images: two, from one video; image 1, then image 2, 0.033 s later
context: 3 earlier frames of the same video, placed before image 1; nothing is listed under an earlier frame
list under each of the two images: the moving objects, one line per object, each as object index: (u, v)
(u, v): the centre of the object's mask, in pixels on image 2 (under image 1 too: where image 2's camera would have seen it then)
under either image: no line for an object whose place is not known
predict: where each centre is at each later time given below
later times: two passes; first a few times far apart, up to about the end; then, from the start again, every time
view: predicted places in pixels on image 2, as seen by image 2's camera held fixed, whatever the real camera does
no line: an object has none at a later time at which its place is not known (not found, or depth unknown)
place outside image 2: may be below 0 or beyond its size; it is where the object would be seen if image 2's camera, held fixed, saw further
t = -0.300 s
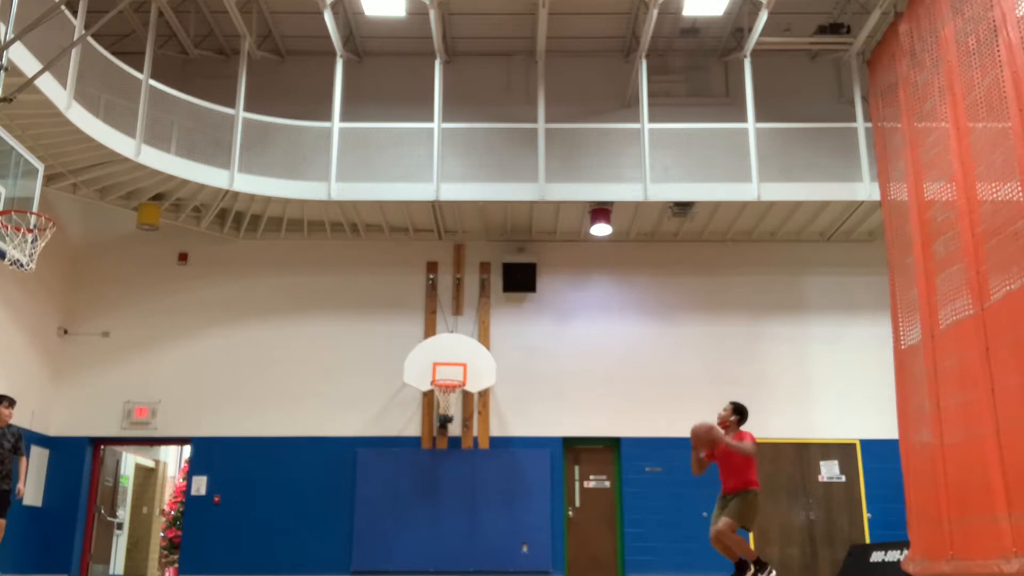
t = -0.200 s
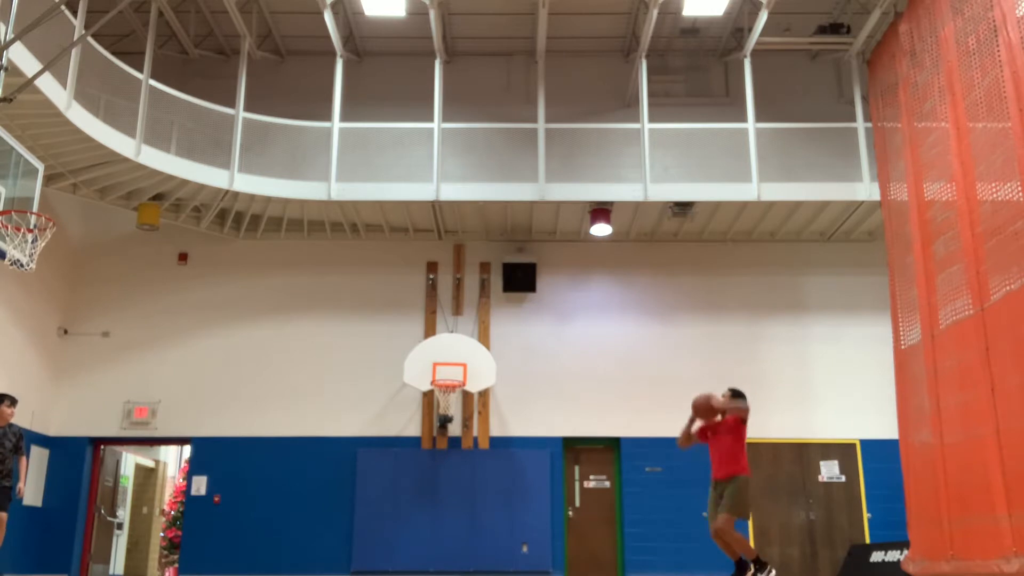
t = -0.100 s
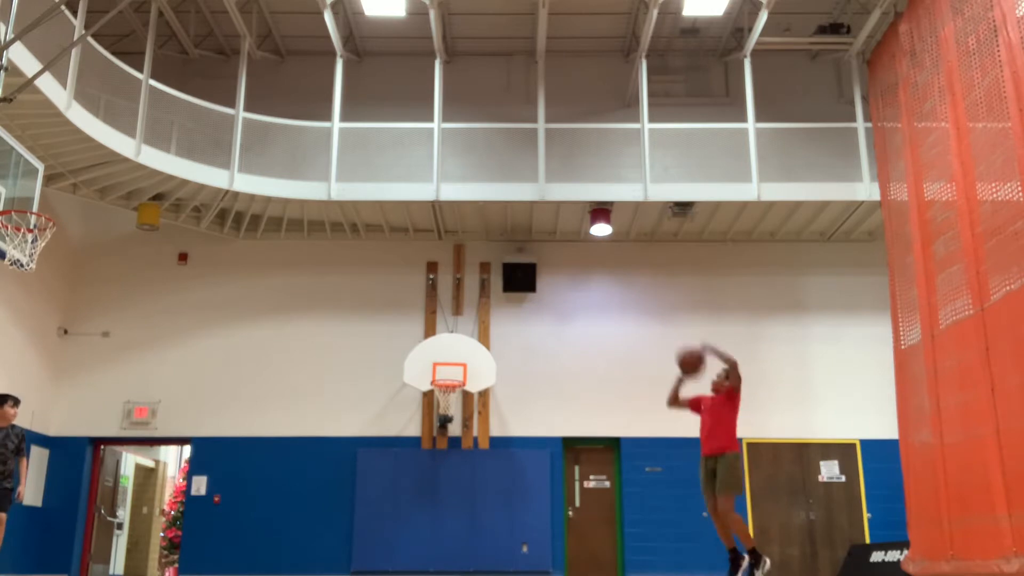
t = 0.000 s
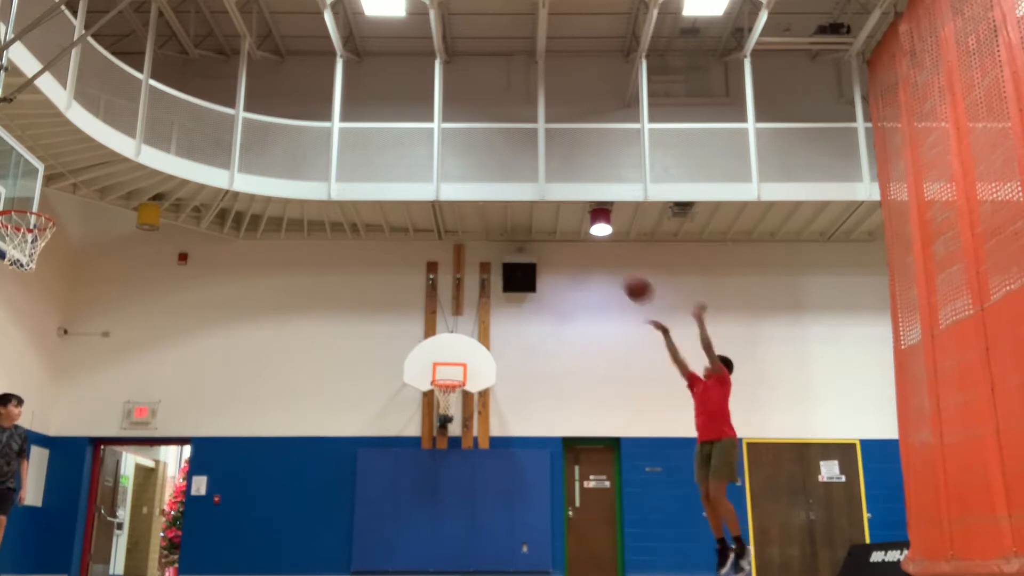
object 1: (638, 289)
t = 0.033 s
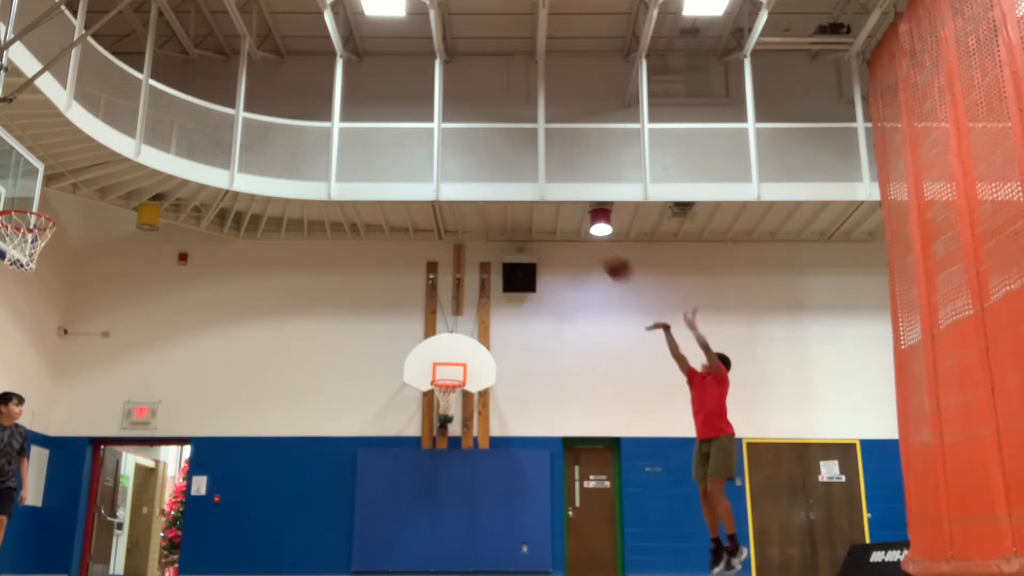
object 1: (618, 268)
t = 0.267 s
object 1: (483, 152)
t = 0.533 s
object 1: (341, 96)
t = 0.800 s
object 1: (200, 108)
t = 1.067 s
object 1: (53, 192)
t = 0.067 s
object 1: (598, 248)
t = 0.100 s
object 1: (577, 228)
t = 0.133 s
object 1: (558, 210)
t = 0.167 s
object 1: (539, 193)
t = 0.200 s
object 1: (520, 177)
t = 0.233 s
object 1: (501, 164)
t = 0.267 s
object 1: (483, 152)
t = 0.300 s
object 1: (465, 141)
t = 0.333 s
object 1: (447, 131)
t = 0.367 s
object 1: (429, 122)
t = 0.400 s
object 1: (411, 114)
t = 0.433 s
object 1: (393, 108)
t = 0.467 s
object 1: (375, 103)
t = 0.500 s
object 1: (358, 98)
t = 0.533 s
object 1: (341, 96)
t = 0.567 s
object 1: (323, 93)
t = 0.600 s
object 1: (306, 92)
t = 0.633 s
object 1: (288, 92)
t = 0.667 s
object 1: (272, 93)
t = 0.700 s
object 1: (255, 95)
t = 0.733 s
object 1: (236, 99)
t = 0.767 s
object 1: (219, 103)
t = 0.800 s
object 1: (200, 108)
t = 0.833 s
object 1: (182, 115)
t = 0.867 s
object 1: (163, 123)
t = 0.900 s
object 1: (145, 131)
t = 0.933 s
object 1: (127, 140)
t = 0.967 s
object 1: (107, 153)
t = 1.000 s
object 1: (89, 164)
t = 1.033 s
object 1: (71, 177)
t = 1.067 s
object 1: (53, 192)
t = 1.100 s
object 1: (32, 207)
